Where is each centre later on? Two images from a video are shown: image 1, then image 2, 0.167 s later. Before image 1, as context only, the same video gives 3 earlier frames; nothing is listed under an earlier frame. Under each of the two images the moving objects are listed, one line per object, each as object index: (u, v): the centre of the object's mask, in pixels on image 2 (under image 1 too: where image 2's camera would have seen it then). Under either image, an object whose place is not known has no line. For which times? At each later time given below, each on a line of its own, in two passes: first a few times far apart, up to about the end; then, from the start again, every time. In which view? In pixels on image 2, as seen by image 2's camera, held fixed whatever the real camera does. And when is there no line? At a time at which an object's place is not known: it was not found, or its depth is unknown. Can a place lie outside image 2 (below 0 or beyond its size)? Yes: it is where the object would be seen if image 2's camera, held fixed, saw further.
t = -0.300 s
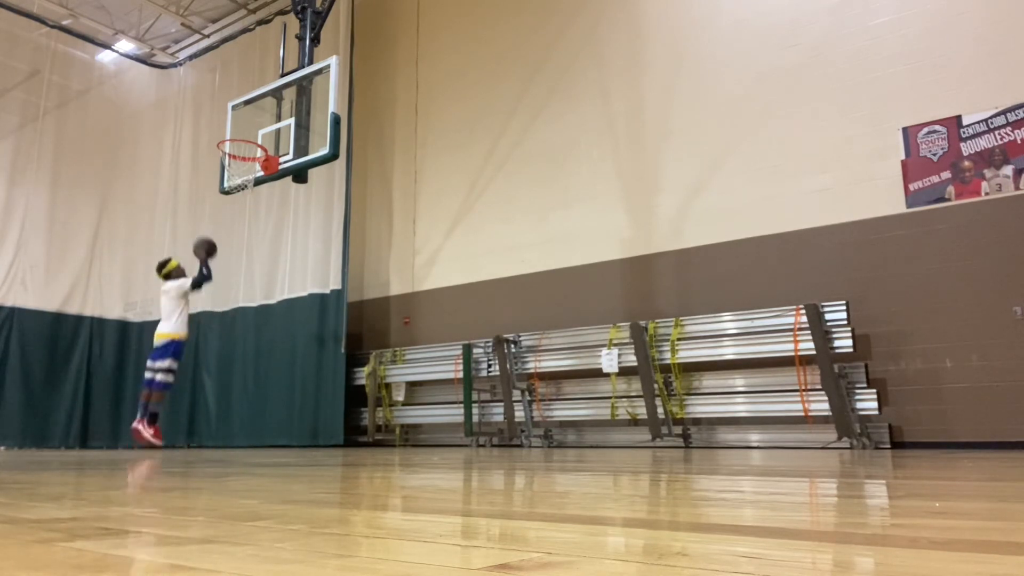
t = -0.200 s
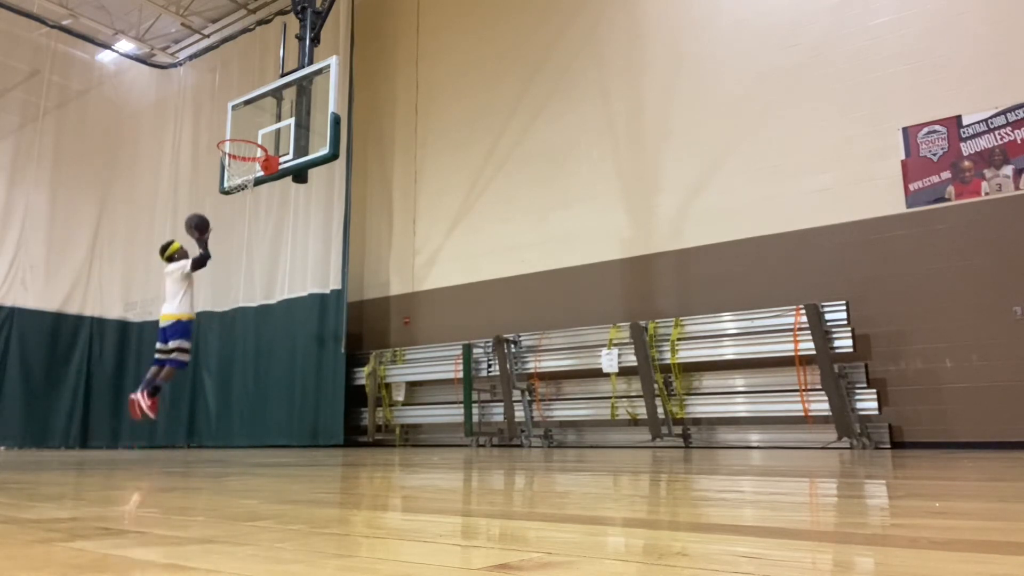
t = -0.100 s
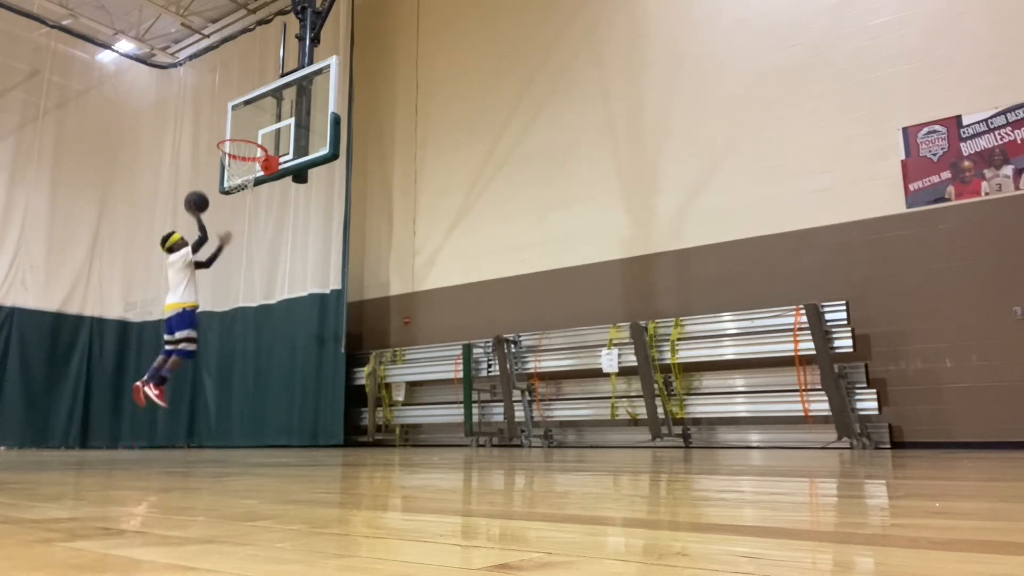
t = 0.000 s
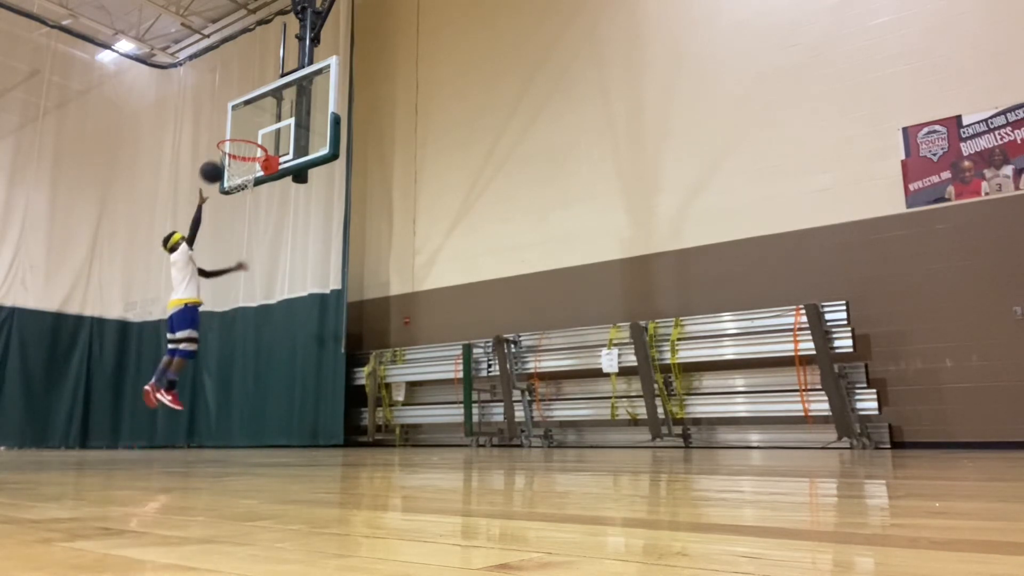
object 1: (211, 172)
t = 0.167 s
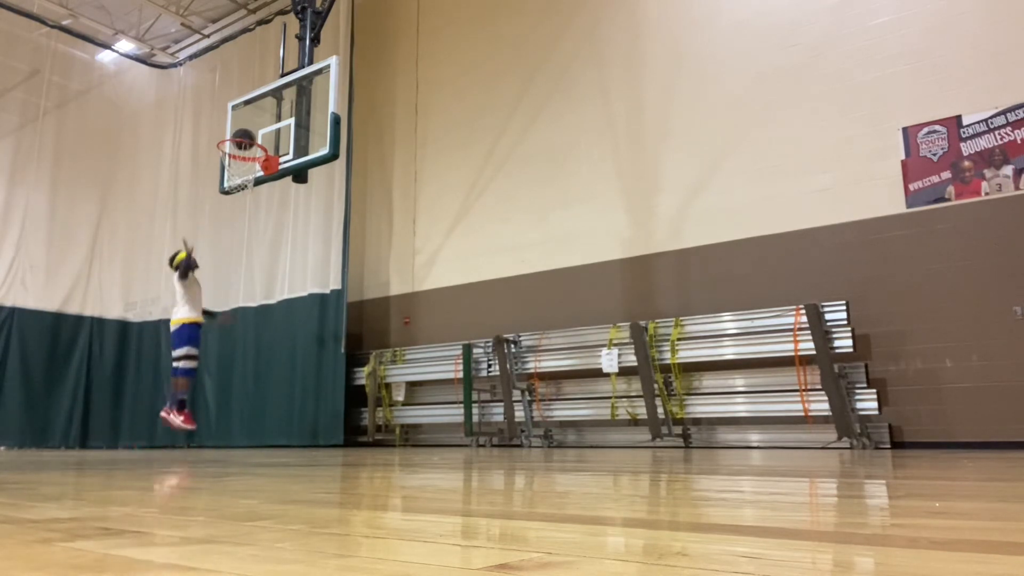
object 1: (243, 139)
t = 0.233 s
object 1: (252, 132)
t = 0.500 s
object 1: (240, 149)
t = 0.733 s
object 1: (232, 179)
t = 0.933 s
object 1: (229, 220)
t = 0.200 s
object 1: (249, 135)
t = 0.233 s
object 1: (252, 132)
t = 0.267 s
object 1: (250, 131)
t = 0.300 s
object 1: (249, 131)
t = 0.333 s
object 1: (248, 131)
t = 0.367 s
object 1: (246, 132)
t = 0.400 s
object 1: (245, 135)
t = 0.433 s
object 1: (243, 139)
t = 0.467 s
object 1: (242, 143)
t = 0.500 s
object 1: (240, 149)
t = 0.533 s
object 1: (238, 155)
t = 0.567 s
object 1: (236, 162)
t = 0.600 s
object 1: (234, 165)
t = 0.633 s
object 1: (234, 177)
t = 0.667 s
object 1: (235, 174)
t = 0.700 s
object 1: (231, 178)
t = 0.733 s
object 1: (232, 179)
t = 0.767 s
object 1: (230, 182)
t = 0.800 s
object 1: (231, 187)
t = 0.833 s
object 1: (231, 194)
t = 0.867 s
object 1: (231, 200)
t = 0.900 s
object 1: (229, 210)
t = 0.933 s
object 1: (229, 220)
